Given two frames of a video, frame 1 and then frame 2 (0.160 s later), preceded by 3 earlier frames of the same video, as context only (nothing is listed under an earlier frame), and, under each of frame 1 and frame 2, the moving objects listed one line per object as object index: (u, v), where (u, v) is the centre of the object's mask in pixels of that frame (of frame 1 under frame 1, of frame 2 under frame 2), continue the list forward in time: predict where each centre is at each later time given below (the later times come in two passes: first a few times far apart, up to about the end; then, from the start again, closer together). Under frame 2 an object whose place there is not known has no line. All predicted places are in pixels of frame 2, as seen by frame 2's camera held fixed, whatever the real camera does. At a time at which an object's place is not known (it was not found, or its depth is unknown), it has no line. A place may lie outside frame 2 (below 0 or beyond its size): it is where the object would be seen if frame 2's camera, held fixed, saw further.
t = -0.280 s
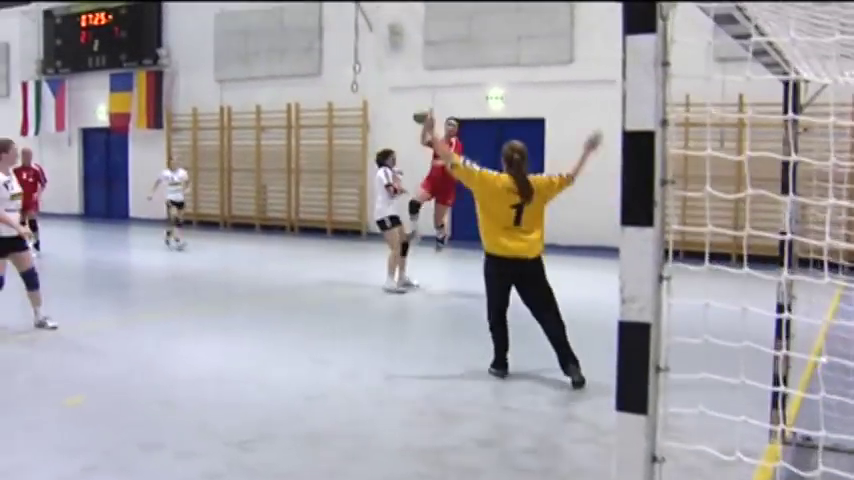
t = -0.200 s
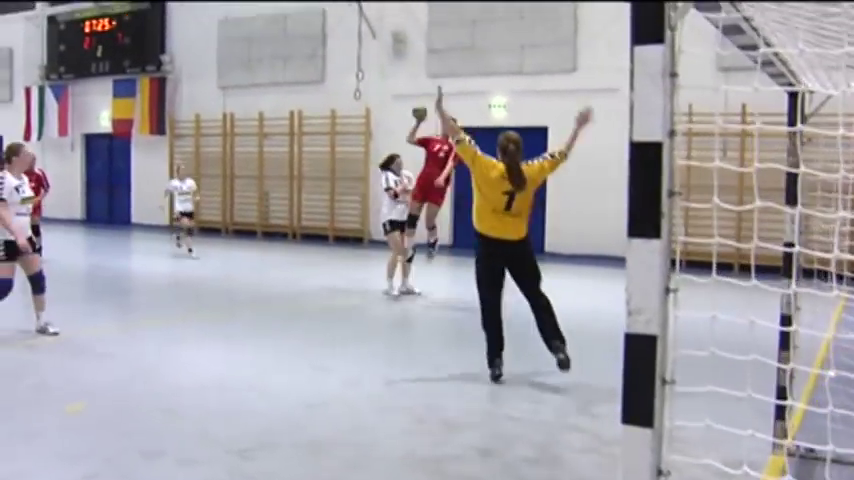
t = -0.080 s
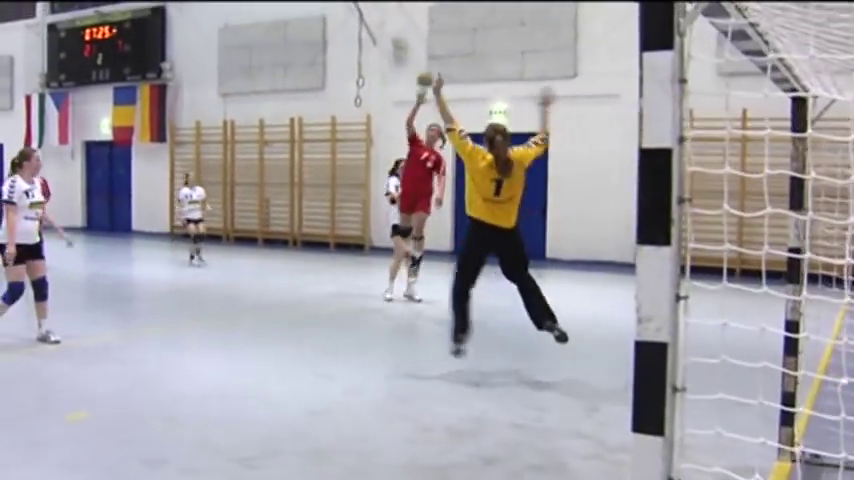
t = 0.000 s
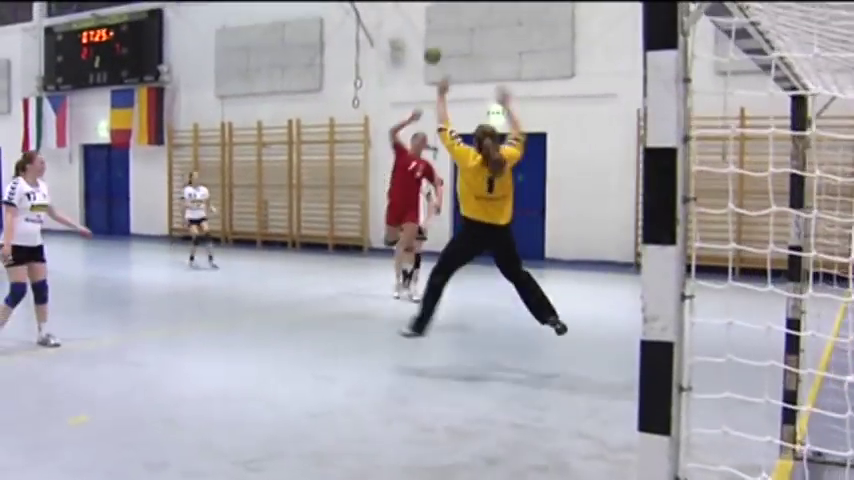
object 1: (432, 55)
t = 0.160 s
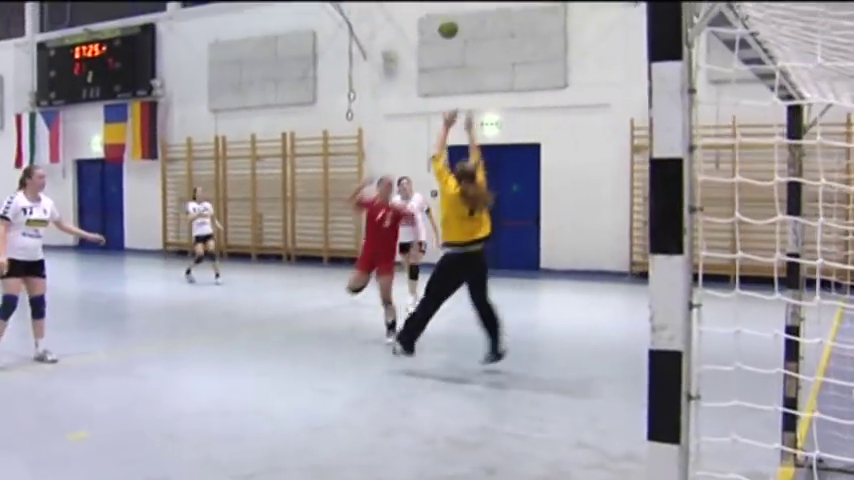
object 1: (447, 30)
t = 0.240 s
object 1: (458, 16)
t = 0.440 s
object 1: (511, 17)
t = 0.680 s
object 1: (607, 119)
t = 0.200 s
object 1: (453, 22)
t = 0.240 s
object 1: (458, 16)
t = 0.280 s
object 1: (464, 11)
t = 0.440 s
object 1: (511, 17)
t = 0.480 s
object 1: (524, 24)
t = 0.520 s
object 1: (537, 35)
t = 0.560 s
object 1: (553, 49)
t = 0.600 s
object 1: (569, 67)
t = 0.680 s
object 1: (607, 119)
